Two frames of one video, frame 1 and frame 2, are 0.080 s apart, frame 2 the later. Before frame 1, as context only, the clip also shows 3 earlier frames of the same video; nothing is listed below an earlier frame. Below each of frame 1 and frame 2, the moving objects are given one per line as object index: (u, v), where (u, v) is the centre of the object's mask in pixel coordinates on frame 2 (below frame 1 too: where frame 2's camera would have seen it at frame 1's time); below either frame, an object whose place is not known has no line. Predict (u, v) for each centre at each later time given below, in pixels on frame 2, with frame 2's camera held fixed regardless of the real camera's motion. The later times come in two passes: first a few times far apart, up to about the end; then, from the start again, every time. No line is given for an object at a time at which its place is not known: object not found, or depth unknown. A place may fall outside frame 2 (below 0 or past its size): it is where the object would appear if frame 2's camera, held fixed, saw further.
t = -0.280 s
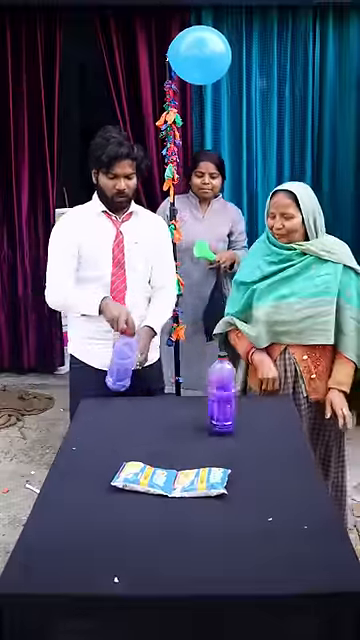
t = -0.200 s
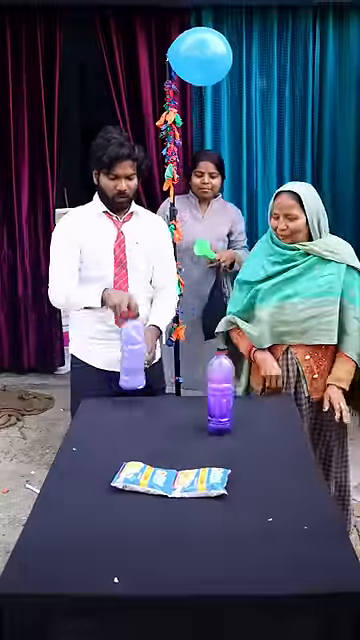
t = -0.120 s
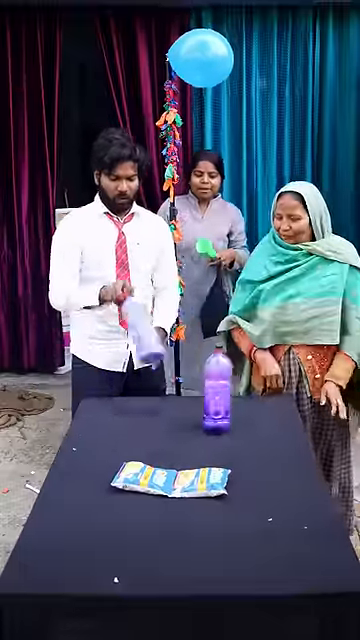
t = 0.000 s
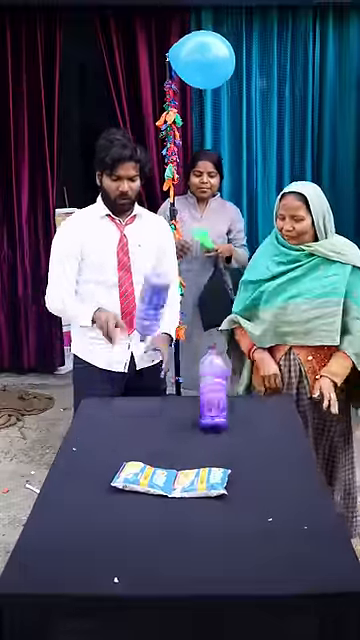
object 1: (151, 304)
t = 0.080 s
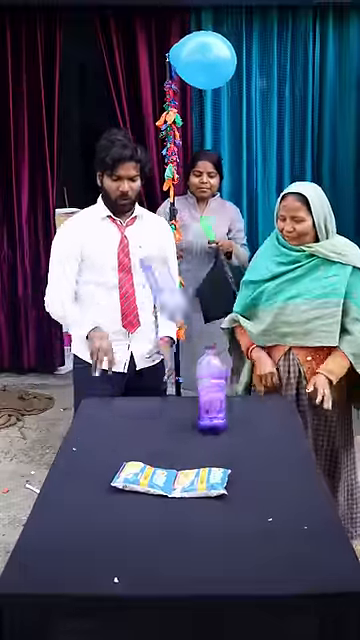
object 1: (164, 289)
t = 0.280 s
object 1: (170, 313)
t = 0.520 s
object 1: (173, 395)
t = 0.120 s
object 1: (166, 281)
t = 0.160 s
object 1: (168, 279)
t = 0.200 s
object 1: (169, 284)
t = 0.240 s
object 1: (170, 295)
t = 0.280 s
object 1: (170, 313)
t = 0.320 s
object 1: (171, 337)
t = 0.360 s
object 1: (173, 364)
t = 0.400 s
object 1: (173, 393)
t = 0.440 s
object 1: (171, 395)
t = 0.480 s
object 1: (172, 396)
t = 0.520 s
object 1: (173, 395)
